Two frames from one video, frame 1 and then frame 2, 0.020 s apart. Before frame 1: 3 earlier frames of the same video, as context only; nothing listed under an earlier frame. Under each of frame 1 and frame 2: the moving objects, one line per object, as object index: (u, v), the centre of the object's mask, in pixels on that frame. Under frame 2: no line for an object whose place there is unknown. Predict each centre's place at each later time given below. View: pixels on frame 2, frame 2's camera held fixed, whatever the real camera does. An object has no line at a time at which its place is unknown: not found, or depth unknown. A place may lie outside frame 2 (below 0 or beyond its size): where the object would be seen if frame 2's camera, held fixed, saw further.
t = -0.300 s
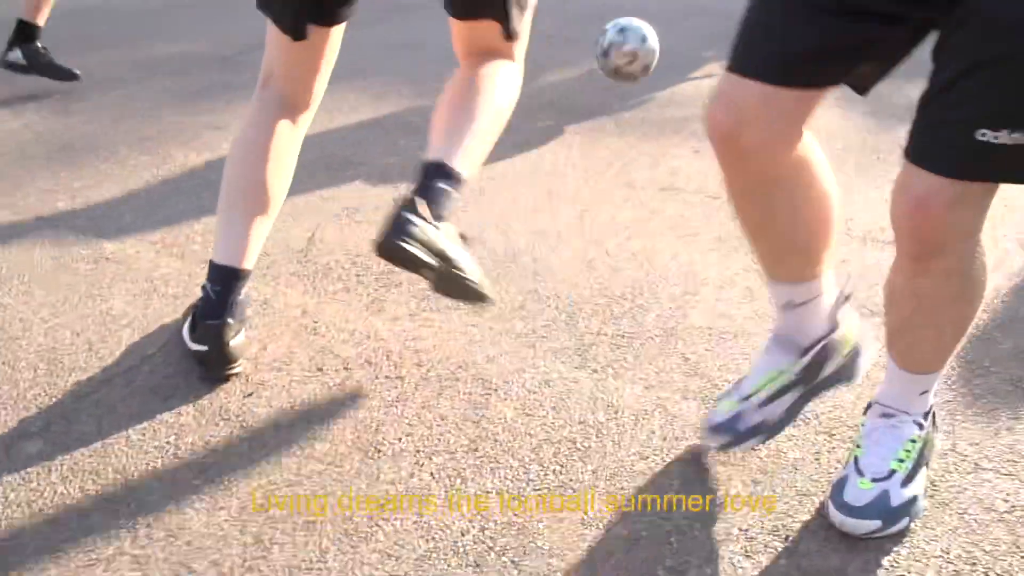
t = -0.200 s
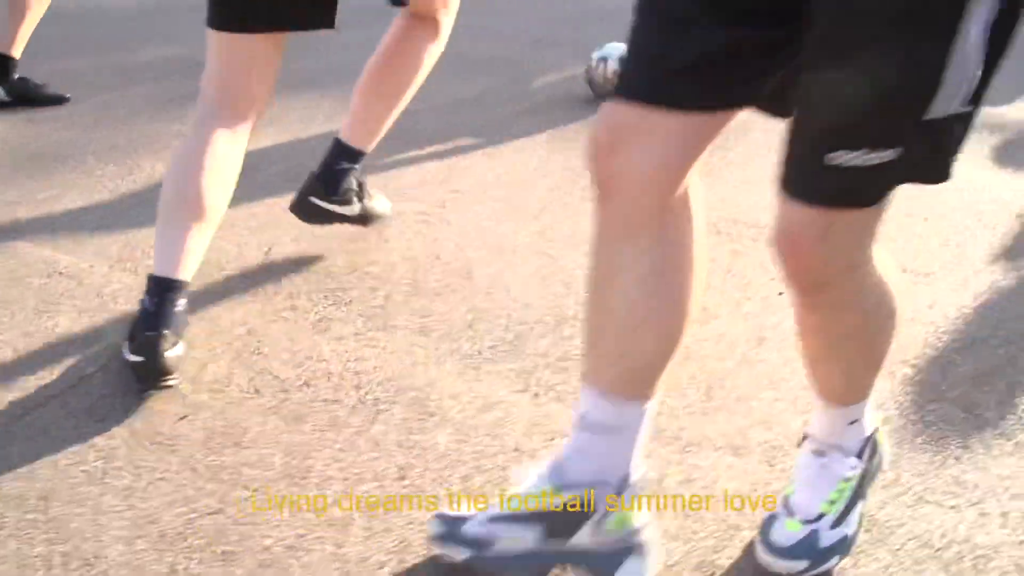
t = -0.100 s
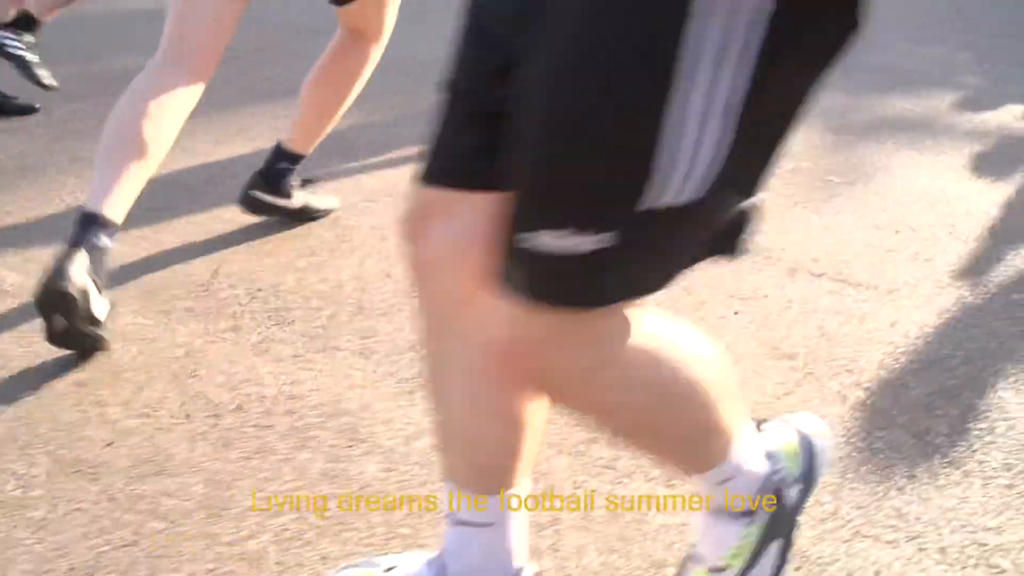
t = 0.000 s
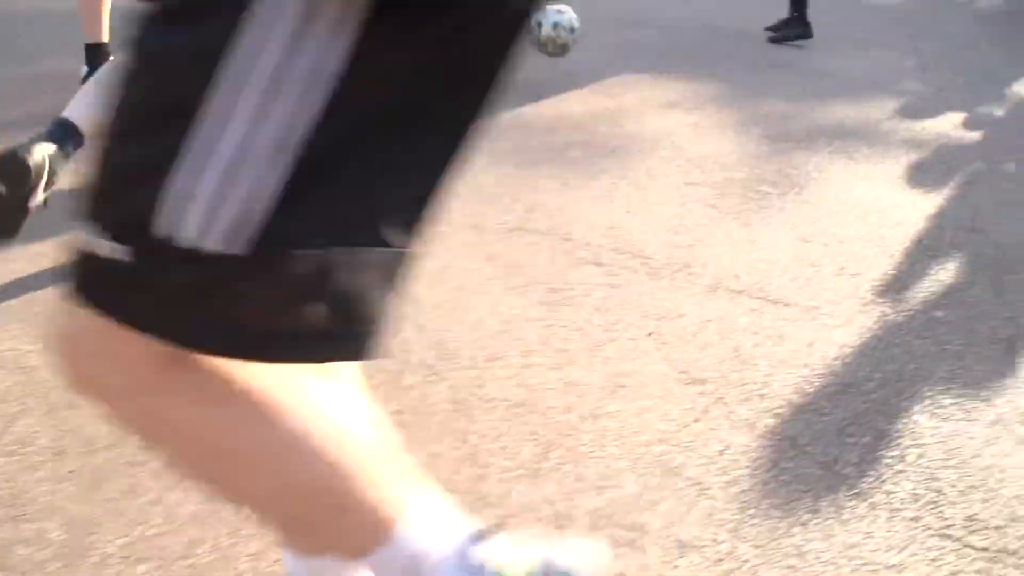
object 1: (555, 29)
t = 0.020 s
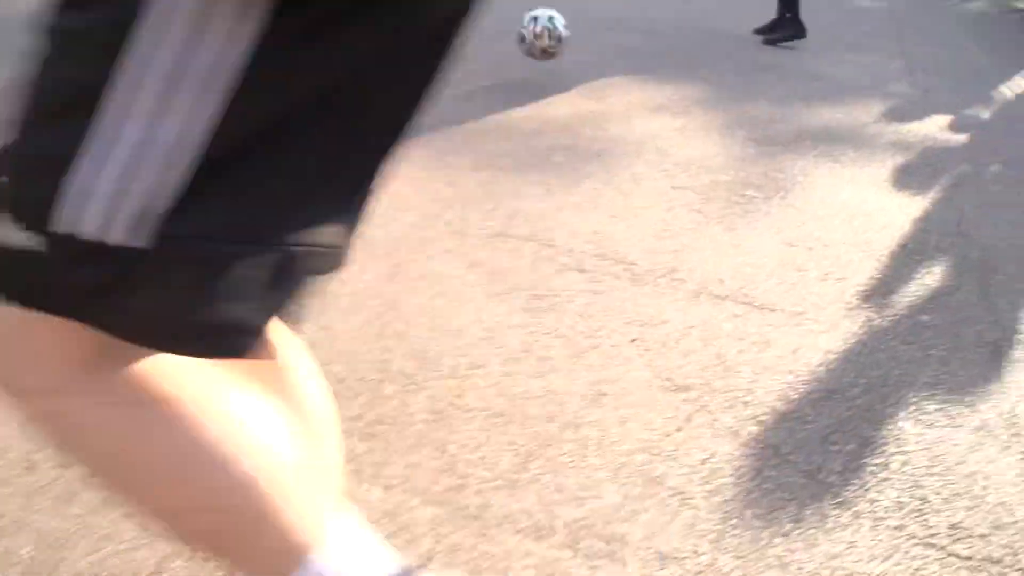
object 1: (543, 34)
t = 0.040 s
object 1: (543, 35)
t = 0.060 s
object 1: (545, 38)
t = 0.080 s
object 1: (546, 42)
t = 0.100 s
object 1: (548, 45)
